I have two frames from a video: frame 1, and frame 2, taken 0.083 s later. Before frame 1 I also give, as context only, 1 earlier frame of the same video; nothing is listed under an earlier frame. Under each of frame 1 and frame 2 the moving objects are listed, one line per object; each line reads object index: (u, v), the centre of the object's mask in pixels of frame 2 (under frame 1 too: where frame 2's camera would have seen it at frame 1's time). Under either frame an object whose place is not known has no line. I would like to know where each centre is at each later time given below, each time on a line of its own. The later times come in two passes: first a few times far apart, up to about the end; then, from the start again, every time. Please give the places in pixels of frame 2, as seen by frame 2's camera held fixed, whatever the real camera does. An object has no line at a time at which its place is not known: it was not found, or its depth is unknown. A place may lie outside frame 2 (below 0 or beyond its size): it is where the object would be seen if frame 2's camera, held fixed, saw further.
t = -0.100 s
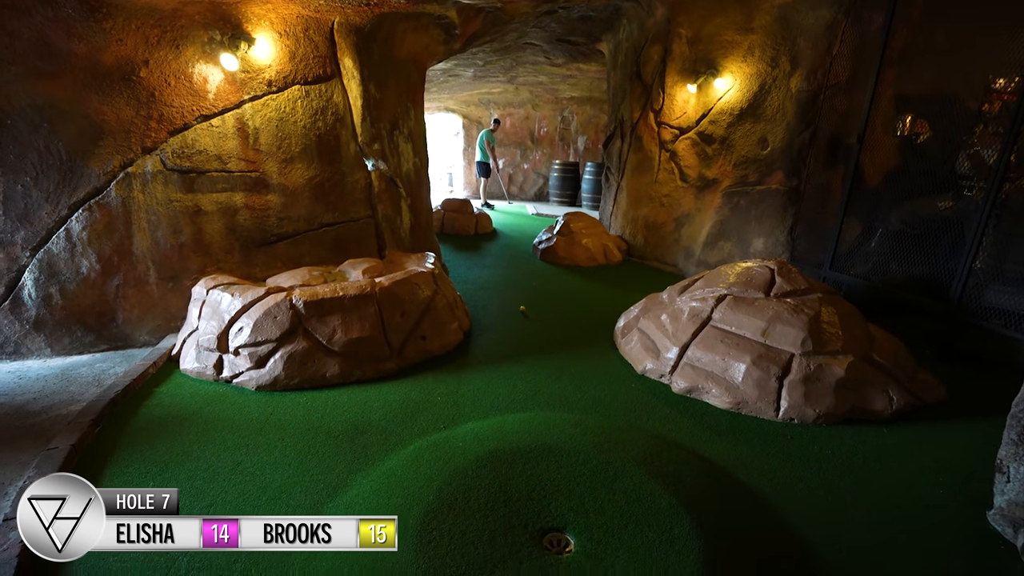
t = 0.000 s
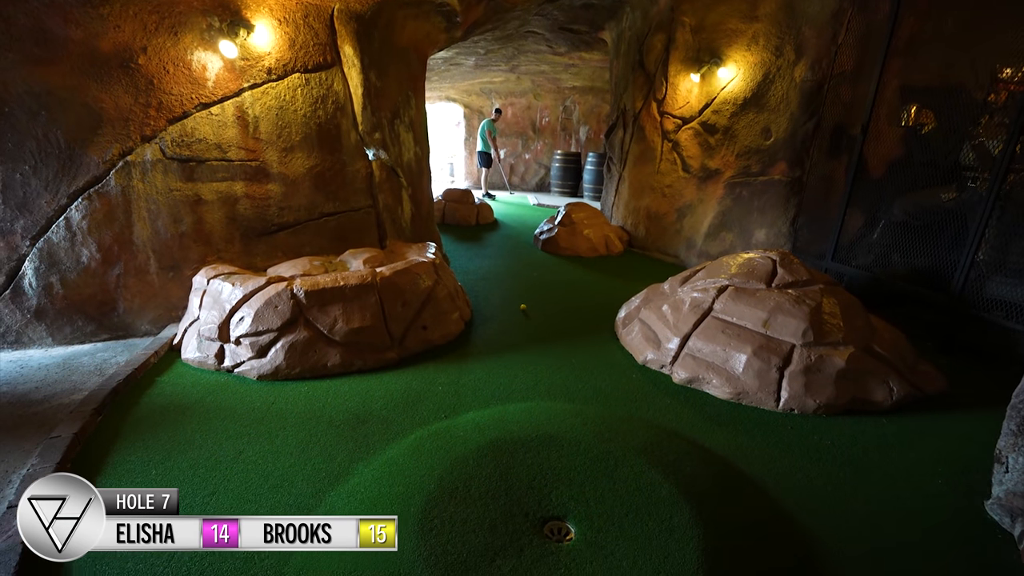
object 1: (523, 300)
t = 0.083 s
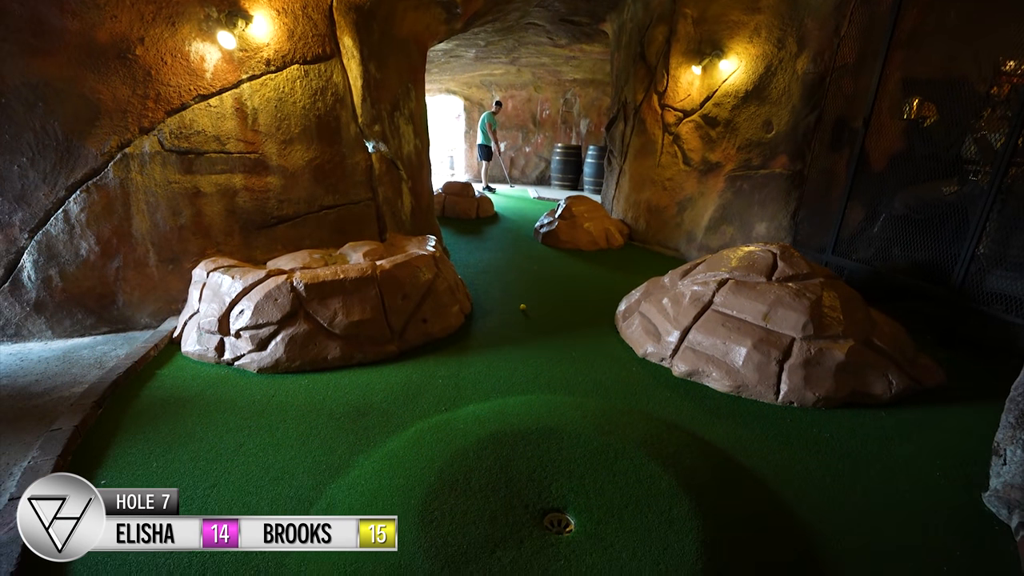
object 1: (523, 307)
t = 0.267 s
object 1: (521, 324)
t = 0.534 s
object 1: (518, 355)
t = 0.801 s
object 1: (514, 392)
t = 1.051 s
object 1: (505, 415)
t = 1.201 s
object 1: (495, 431)
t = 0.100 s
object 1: (522, 308)
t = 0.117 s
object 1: (522, 310)
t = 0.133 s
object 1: (522, 311)
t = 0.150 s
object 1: (522, 313)
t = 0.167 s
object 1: (522, 314)
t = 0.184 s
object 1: (522, 316)
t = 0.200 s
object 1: (522, 318)
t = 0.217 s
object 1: (522, 319)
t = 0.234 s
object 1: (522, 321)
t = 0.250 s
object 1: (522, 323)
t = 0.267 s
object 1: (521, 324)
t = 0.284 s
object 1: (521, 326)
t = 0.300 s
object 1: (521, 327)
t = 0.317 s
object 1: (521, 329)
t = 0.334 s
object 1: (521, 331)
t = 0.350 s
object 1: (521, 333)
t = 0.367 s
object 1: (521, 335)
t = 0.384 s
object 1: (521, 336)
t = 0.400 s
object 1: (520, 338)
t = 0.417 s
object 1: (520, 340)
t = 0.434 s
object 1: (520, 342)
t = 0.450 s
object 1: (520, 344)
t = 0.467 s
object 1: (519, 346)
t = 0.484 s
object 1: (519, 348)
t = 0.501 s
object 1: (519, 350)
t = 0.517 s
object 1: (519, 352)
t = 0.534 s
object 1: (518, 355)
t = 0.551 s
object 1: (518, 357)
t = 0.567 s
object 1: (518, 359)
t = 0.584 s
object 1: (518, 361)
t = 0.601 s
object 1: (518, 363)
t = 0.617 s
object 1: (517, 366)
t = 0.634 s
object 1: (517, 368)
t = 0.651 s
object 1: (517, 370)
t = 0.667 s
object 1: (516, 373)
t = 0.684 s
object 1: (516, 375)
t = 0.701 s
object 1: (516, 377)
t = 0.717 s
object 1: (516, 380)
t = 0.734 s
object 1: (515, 382)
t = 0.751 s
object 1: (515, 385)
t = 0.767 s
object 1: (515, 387)
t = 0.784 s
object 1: (514, 390)
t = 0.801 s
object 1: (514, 392)
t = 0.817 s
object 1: (514, 393)
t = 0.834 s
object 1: (514, 395)
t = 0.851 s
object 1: (513, 396)
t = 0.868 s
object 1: (513, 397)
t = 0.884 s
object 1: (512, 399)
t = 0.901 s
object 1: (512, 400)
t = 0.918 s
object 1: (511, 402)
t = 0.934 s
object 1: (511, 404)
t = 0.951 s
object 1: (510, 405)
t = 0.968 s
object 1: (509, 407)
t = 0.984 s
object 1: (508, 409)
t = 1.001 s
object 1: (507, 410)
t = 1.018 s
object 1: (507, 412)
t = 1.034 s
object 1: (506, 413)
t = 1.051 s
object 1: (505, 415)
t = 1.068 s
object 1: (504, 417)
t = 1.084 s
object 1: (503, 418)
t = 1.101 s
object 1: (502, 420)
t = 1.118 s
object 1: (501, 421)
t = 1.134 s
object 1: (500, 423)
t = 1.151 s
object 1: (499, 425)
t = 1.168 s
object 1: (497, 427)
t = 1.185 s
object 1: (496, 429)
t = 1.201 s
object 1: (495, 431)
